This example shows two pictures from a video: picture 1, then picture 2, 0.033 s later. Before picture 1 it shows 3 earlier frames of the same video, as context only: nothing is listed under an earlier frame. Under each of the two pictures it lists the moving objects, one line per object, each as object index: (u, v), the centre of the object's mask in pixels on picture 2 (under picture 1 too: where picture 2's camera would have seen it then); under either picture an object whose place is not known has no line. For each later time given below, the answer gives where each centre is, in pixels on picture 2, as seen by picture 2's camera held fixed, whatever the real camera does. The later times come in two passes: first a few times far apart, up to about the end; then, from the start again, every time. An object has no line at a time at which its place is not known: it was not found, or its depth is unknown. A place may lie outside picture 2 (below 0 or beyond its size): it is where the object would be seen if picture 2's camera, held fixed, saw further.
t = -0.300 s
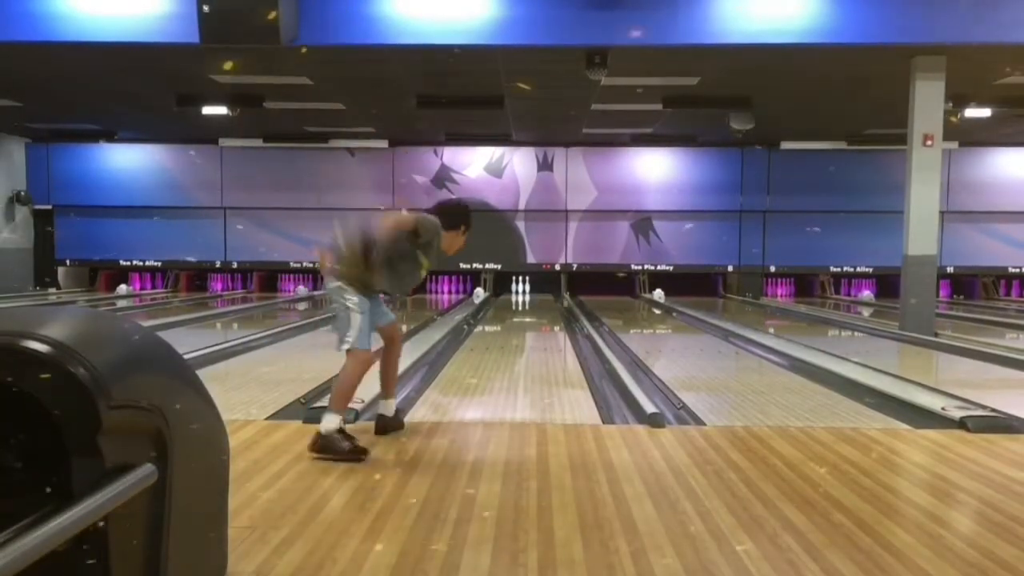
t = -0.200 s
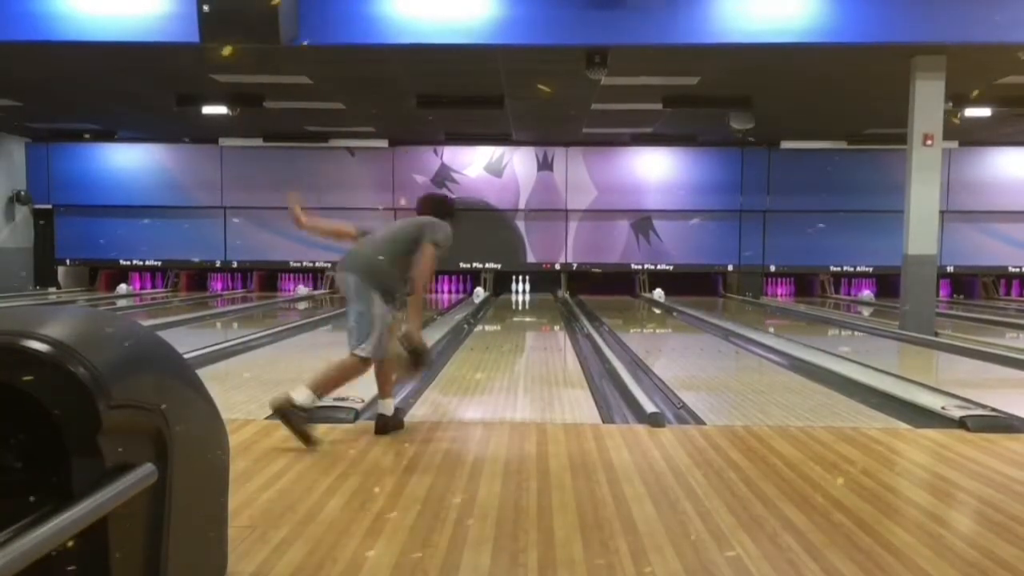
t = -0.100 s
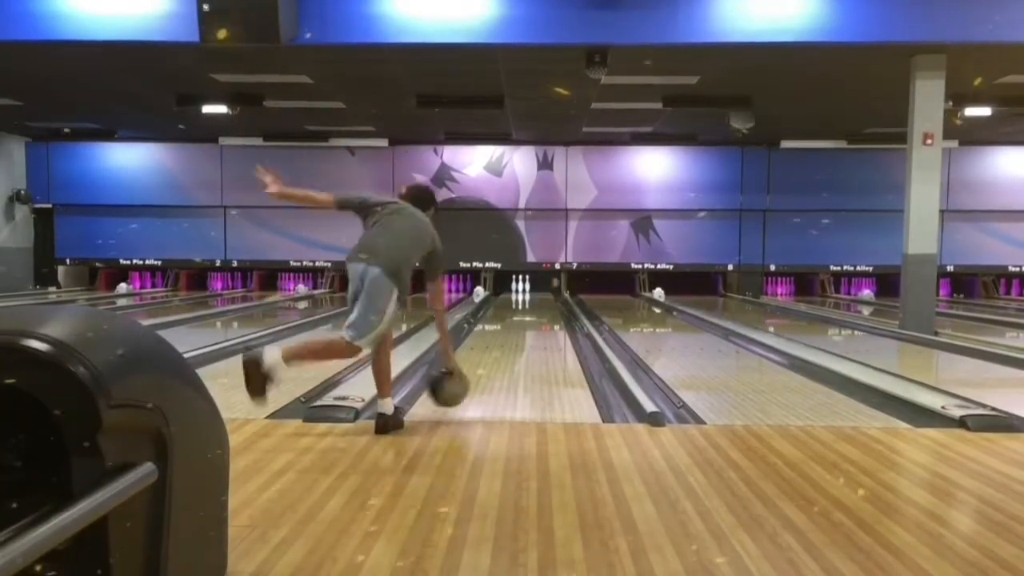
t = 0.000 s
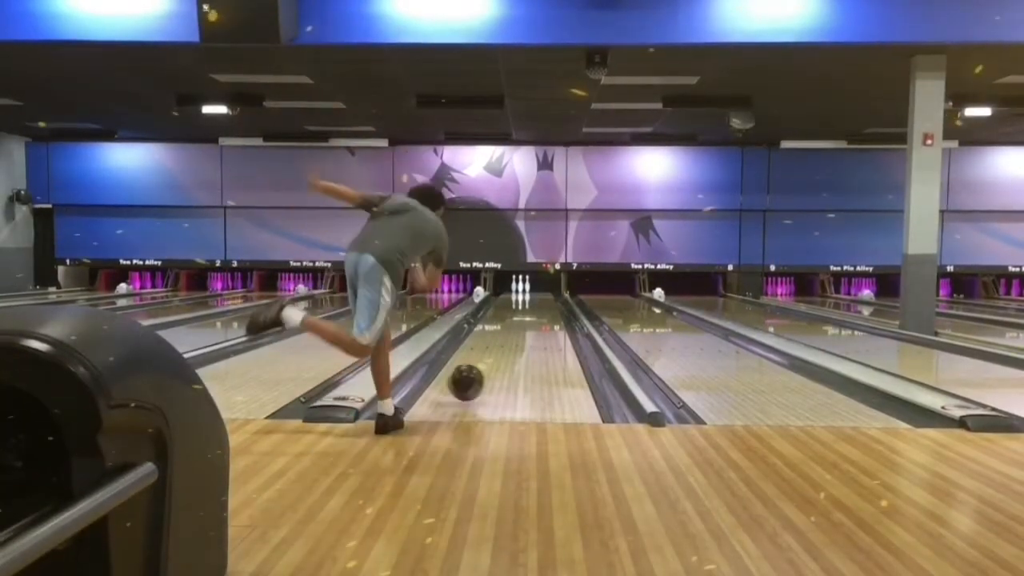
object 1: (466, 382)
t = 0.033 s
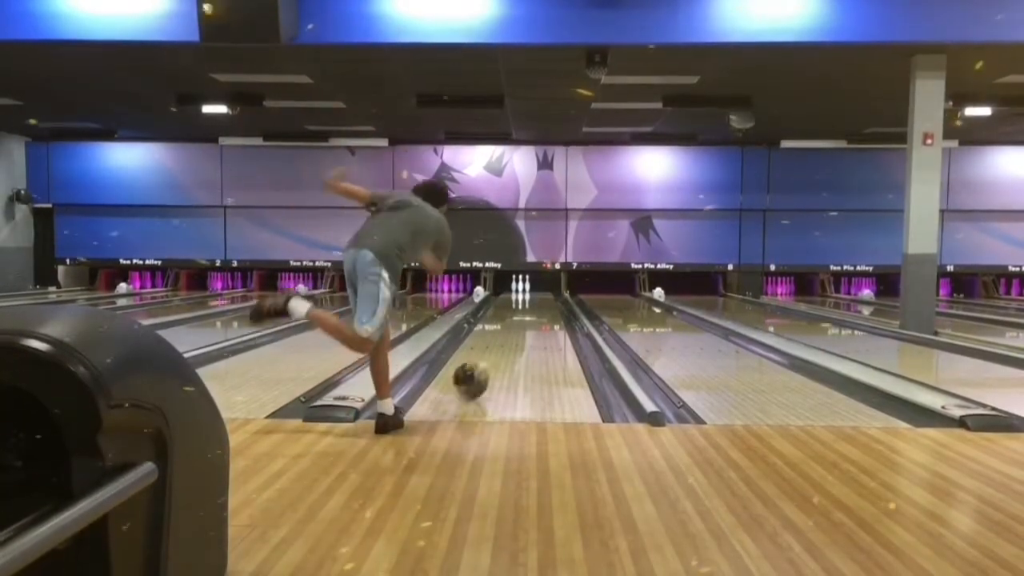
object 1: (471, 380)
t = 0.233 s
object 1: (494, 360)
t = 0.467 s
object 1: (512, 343)
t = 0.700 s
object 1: (525, 330)
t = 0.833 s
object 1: (531, 326)
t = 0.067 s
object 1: (475, 376)
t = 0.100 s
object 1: (479, 372)
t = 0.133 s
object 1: (483, 371)
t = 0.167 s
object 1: (487, 366)
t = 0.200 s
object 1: (490, 363)
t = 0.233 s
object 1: (494, 360)
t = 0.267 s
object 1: (496, 357)
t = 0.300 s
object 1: (500, 354)
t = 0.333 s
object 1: (503, 352)
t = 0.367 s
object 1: (504, 350)
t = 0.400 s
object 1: (508, 348)
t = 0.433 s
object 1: (509, 345)
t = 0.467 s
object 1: (512, 343)
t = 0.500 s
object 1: (515, 341)
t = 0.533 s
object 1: (517, 339)
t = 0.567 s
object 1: (518, 337)
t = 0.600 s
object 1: (520, 335)
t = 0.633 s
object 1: (521, 335)
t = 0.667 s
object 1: (524, 333)
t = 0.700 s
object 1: (525, 330)
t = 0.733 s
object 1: (526, 330)
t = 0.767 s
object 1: (527, 328)
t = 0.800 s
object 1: (529, 327)
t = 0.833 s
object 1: (531, 326)
